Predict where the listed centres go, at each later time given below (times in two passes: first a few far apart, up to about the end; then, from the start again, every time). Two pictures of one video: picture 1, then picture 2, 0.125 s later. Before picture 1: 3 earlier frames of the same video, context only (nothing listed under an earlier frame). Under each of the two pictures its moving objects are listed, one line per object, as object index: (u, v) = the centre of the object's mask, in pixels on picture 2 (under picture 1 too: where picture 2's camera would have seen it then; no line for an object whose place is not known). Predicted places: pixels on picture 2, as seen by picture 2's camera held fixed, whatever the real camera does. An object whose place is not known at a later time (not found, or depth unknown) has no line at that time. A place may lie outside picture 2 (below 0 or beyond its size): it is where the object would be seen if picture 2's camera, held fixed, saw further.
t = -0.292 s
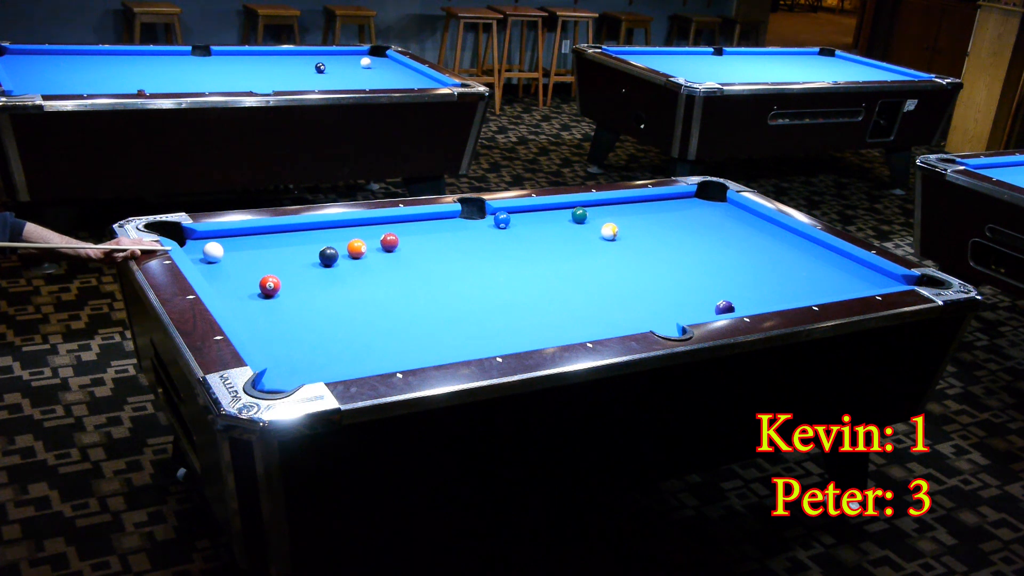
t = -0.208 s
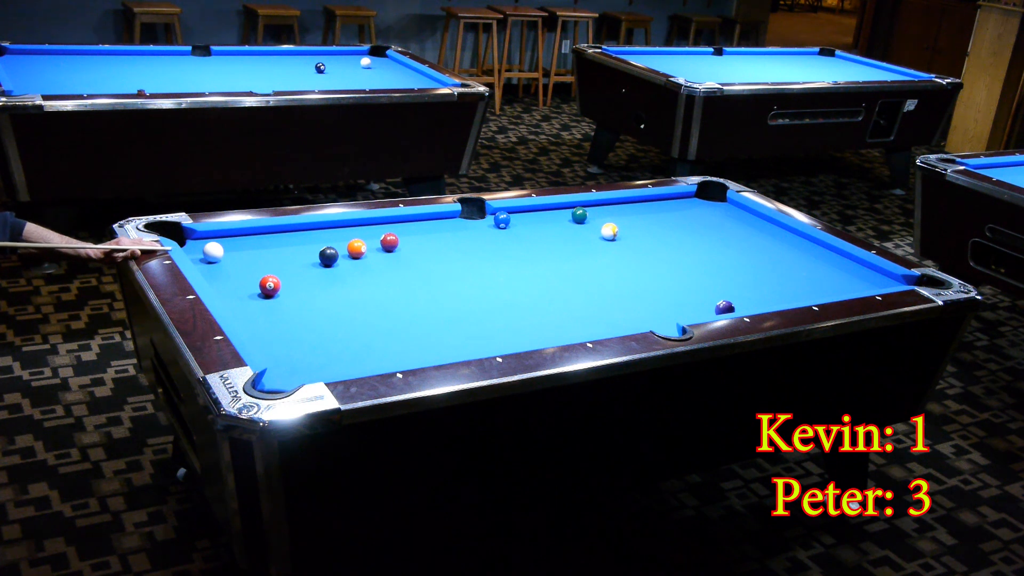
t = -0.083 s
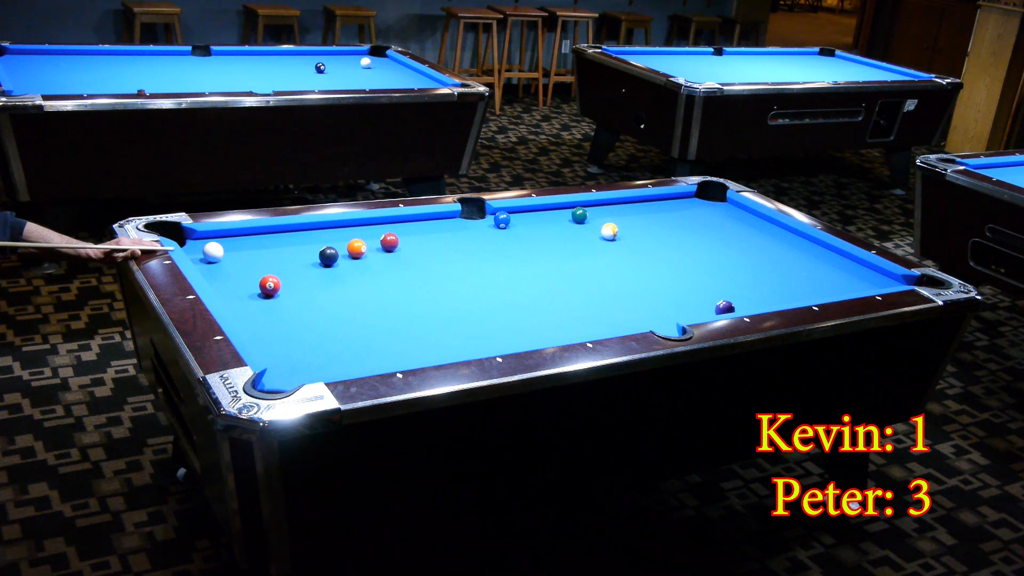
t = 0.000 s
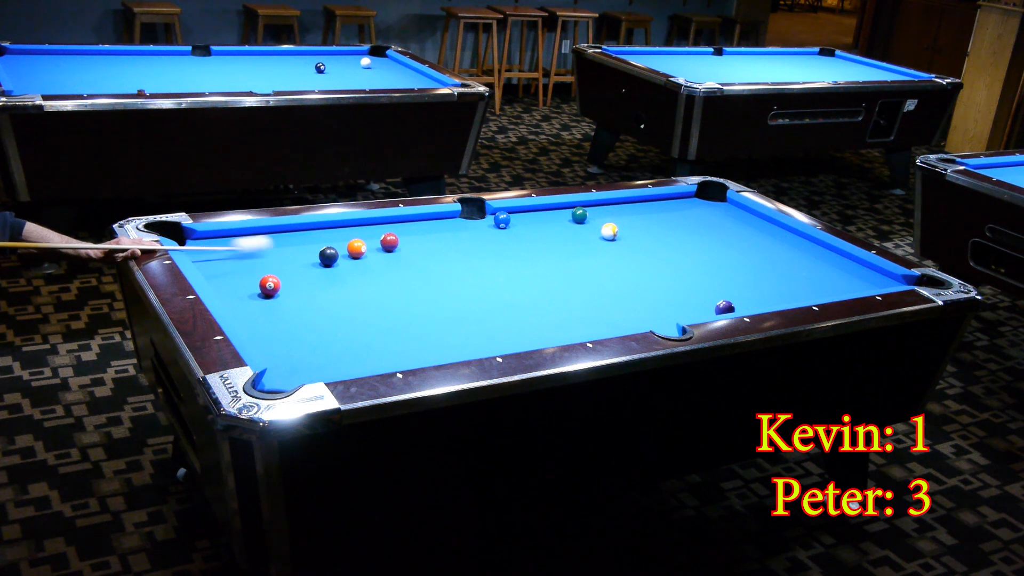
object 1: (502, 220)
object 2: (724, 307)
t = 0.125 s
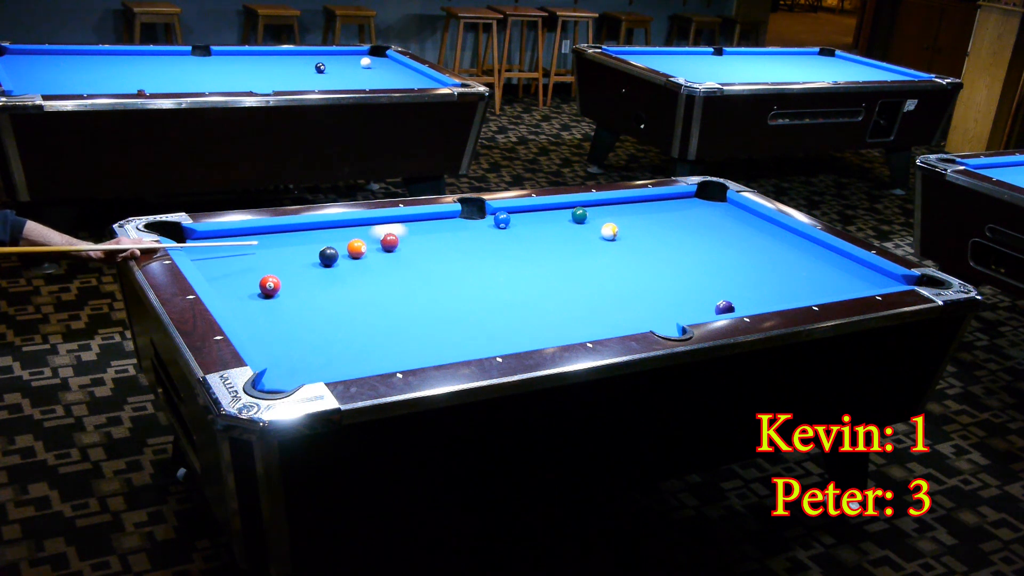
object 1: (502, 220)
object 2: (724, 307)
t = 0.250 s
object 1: (508, 215)
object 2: (724, 307)
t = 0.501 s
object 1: (641, 213)
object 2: (724, 307)
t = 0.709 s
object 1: (731, 218)
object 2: (724, 307)
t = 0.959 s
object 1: (758, 231)
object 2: (724, 307)
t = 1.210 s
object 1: (749, 251)
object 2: (724, 307)
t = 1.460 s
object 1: (739, 271)
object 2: (724, 307)
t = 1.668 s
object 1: (729, 289)
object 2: (724, 307)
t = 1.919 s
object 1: (710, 298)
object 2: (716, 308)
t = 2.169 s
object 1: (685, 297)
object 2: (697, 309)
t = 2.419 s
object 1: (661, 292)
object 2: (680, 309)
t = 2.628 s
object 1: (642, 289)
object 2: (666, 308)
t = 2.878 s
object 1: (622, 285)
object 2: (652, 308)
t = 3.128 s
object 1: (604, 282)
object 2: (640, 306)
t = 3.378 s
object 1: (586, 279)
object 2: (629, 306)
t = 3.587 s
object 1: (566, 277)
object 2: (622, 305)
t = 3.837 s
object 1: (544, 275)
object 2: (614, 305)
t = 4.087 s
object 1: (523, 273)
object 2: (609, 303)
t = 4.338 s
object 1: (505, 272)
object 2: (606, 302)
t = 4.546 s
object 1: (491, 270)
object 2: (605, 302)
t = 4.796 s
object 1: (476, 269)
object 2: (605, 301)
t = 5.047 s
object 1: (463, 268)
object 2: (605, 302)
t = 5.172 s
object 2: (605, 301)
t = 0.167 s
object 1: (502, 220)
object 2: (724, 307)
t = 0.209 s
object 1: (502, 220)
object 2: (724, 307)
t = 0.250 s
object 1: (508, 215)
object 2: (724, 307)
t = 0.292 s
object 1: (529, 211)
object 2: (724, 307)
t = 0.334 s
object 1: (551, 209)
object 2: (724, 307)
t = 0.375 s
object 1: (574, 205)
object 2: (724, 307)
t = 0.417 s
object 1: (598, 211)
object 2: (724, 307)
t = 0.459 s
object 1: (621, 213)
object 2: (724, 307)
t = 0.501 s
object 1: (641, 213)
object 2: (724, 307)
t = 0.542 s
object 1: (660, 215)
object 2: (724, 307)
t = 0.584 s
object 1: (679, 216)
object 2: (724, 307)
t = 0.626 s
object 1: (696, 216)
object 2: (724, 307)
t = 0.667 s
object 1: (714, 217)
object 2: (724, 307)
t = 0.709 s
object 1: (731, 218)
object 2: (724, 307)
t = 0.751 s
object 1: (748, 219)
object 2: (724, 307)
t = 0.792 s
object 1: (766, 220)
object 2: (724, 307)
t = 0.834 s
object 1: (766, 222)
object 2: (724, 307)
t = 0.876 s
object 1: (762, 225)
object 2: (724, 307)
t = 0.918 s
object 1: (760, 229)
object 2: (724, 307)
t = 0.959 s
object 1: (758, 231)
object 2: (724, 307)
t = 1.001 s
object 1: (756, 235)
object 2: (724, 307)
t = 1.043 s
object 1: (755, 238)
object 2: (724, 307)
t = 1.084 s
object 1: (754, 241)
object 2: (724, 307)
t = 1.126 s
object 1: (752, 244)
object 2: (724, 307)
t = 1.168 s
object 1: (751, 247)
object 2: (724, 307)
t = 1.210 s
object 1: (749, 251)
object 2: (724, 307)
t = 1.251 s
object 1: (747, 254)
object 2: (724, 307)
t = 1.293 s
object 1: (746, 257)
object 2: (724, 307)
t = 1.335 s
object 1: (744, 261)
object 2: (724, 307)
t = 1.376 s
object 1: (742, 264)
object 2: (724, 307)
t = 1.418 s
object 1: (741, 267)
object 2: (724, 307)
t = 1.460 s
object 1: (739, 271)
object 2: (724, 307)
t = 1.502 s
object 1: (737, 275)
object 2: (724, 307)
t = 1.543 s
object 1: (735, 278)
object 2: (724, 307)
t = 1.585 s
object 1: (733, 282)
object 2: (724, 307)
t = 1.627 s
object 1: (731, 285)
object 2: (724, 307)
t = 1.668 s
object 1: (729, 289)
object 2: (724, 307)
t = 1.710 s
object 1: (728, 292)
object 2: (724, 307)
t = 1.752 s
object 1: (725, 294)
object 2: (724, 307)
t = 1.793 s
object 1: (723, 297)
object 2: (724, 307)
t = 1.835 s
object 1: (718, 299)
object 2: (724, 308)
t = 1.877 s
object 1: (715, 299)
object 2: (720, 308)
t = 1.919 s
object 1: (710, 298)
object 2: (716, 308)
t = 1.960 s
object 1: (706, 298)
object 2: (713, 308)
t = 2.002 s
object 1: (701, 298)
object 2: (710, 308)
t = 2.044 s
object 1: (697, 298)
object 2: (707, 308)
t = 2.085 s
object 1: (693, 297)
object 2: (703, 309)
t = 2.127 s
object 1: (689, 297)
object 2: (700, 309)
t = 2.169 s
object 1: (685, 297)
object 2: (697, 309)
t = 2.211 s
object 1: (681, 296)
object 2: (694, 309)
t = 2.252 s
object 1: (677, 295)
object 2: (691, 309)
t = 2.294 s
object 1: (673, 295)
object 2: (688, 309)
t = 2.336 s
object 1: (669, 294)
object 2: (686, 309)
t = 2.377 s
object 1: (665, 293)
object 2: (683, 309)
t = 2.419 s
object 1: (661, 292)
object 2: (680, 309)
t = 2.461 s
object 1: (657, 292)
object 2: (677, 309)
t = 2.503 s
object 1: (654, 291)
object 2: (674, 309)
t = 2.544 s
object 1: (650, 290)
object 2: (672, 309)
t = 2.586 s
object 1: (646, 290)
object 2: (669, 309)
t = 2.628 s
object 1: (642, 289)
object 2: (666, 308)
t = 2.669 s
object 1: (639, 288)
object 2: (664, 308)
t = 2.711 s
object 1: (636, 288)
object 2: (661, 308)
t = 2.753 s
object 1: (632, 287)
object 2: (659, 308)
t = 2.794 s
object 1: (629, 287)
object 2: (657, 308)
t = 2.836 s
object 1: (625, 286)
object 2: (654, 308)
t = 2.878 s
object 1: (622, 285)
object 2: (652, 308)
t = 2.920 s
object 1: (619, 285)
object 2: (650, 308)
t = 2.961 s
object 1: (616, 284)
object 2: (648, 307)
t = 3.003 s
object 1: (613, 283)
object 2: (646, 307)
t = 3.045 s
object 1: (610, 283)
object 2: (644, 307)
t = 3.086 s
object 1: (607, 282)
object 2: (642, 307)
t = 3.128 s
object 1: (604, 282)
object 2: (640, 306)
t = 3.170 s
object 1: (601, 281)
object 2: (638, 306)
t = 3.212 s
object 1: (598, 281)
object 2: (636, 306)
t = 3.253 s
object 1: (595, 280)
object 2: (634, 306)
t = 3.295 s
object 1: (593, 280)
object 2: (632, 306)
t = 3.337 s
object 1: (590, 279)
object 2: (631, 306)
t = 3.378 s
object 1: (586, 279)
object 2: (629, 306)
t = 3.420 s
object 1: (582, 278)
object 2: (628, 306)
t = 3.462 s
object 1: (578, 278)
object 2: (626, 306)
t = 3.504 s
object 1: (574, 278)
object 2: (624, 306)
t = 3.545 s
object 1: (570, 277)
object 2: (623, 306)
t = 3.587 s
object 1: (566, 277)
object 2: (622, 305)
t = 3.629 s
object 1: (562, 277)
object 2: (620, 305)
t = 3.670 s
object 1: (558, 276)
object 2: (619, 305)
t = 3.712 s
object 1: (555, 276)
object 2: (618, 305)
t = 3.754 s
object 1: (551, 276)
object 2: (616, 305)
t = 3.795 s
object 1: (547, 275)
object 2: (615, 305)
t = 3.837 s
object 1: (544, 275)
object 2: (614, 305)
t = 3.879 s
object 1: (540, 275)
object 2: (613, 304)
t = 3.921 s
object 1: (536, 274)
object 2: (612, 304)
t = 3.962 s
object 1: (533, 274)
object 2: (611, 304)
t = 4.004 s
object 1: (530, 274)
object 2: (610, 304)
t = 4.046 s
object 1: (526, 274)
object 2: (610, 303)
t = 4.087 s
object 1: (523, 273)
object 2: (609, 303)
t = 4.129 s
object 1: (520, 273)
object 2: (608, 303)
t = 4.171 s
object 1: (517, 273)
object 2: (608, 303)
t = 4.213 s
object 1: (514, 272)
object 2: (607, 303)
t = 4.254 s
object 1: (510, 272)
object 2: (607, 303)
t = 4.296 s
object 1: (507, 272)
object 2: (606, 302)
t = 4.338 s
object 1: (505, 272)
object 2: (606, 302)
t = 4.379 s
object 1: (502, 271)
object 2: (605, 302)
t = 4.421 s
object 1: (499, 271)
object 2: (605, 302)
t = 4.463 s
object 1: (496, 271)
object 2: (605, 302)
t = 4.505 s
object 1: (493, 271)
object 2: (605, 302)
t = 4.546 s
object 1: (491, 270)
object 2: (605, 302)
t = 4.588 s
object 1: (488, 270)
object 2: (605, 302)
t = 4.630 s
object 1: (486, 270)
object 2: (605, 302)
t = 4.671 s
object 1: (483, 269)
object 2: (605, 301)
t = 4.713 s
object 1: (481, 269)
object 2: (605, 301)
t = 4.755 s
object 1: (478, 269)
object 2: (605, 302)
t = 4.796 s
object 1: (476, 269)
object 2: (605, 301)
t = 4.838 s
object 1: (474, 269)
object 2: (605, 302)
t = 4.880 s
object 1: (471, 269)
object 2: (605, 302)
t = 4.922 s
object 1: (469, 268)
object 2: (605, 301)
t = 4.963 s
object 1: (467, 268)
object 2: (605, 302)
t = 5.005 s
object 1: (465, 268)
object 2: (605, 301)
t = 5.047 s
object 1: (463, 268)
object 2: (605, 302)
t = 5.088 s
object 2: (605, 301)
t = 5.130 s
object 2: (605, 301)
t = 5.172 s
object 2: (605, 301)
